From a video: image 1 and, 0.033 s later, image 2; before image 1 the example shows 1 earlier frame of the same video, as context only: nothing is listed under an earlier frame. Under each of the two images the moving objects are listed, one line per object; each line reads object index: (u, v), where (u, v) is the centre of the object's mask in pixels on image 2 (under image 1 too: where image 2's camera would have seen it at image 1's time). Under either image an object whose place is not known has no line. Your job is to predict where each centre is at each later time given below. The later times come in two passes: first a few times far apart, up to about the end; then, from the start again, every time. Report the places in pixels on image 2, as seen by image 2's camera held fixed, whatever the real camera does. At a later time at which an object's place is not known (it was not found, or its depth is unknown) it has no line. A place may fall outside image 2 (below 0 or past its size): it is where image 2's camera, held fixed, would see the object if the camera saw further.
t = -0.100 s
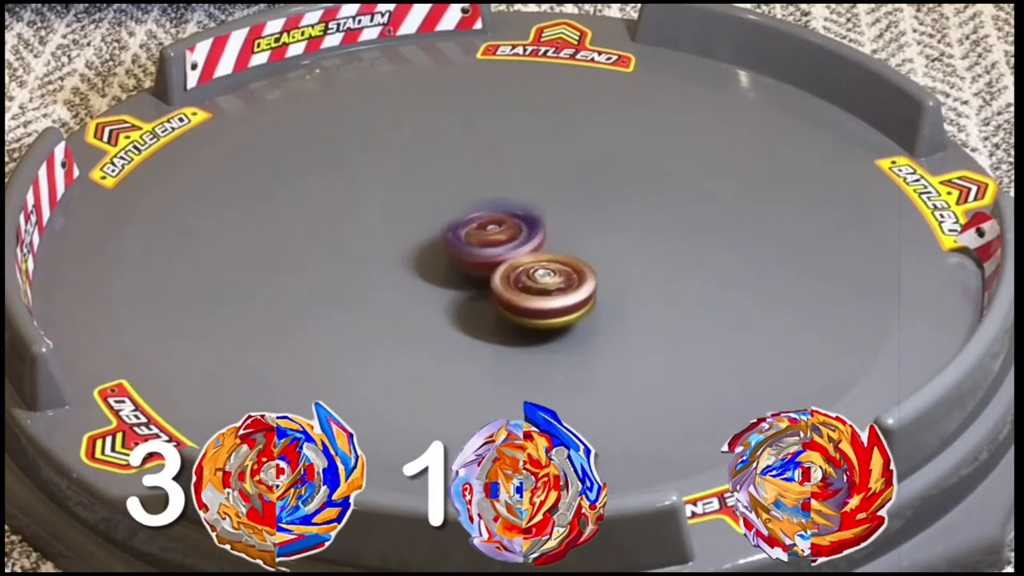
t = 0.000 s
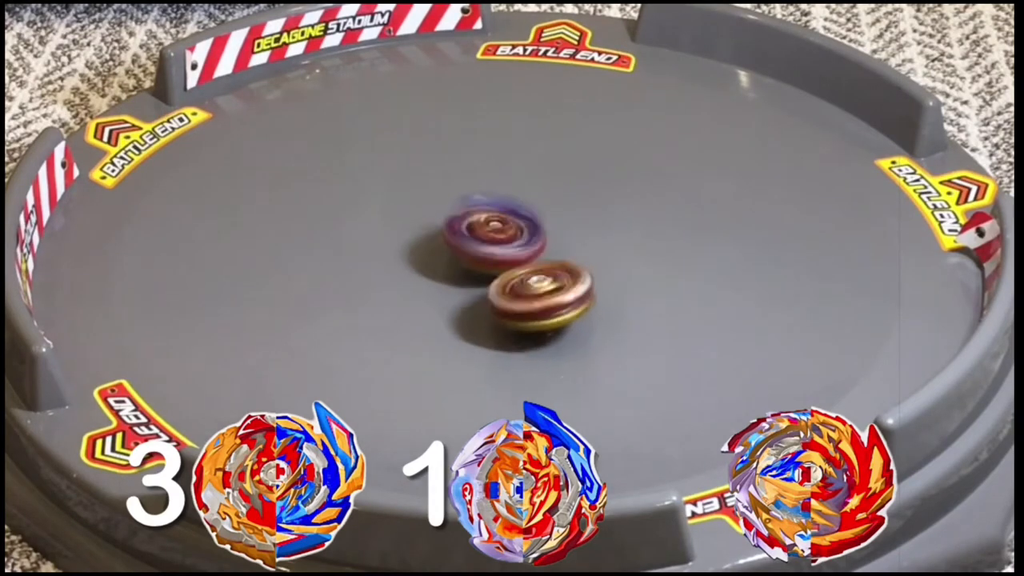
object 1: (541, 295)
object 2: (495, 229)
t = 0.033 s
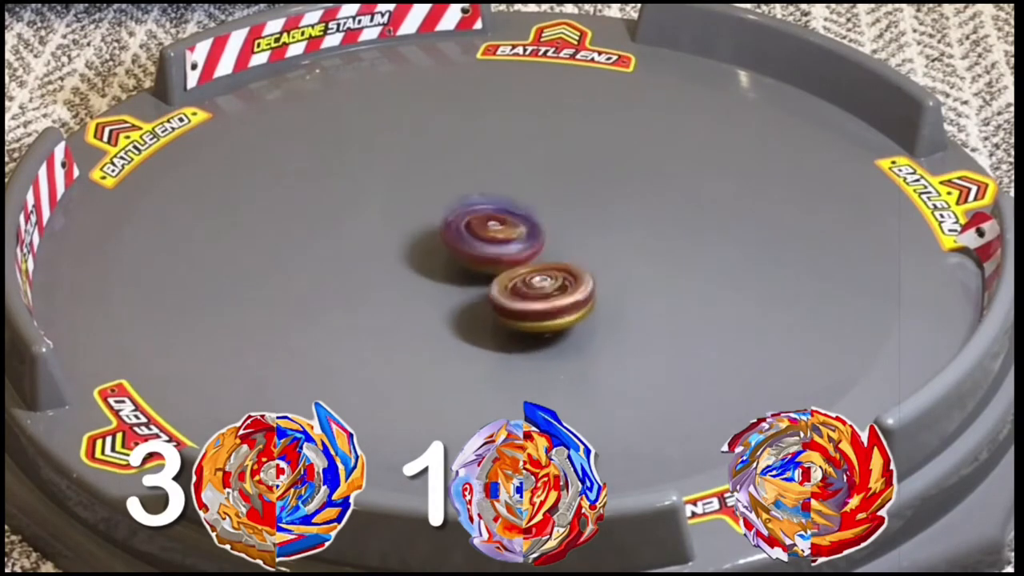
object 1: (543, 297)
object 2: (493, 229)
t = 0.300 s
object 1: (532, 295)
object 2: (486, 229)
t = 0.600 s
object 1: (531, 302)
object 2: (493, 210)
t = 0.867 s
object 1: (526, 296)
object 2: (508, 222)
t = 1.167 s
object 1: (533, 300)
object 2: (512, 223)
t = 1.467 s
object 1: (518, 291)
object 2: (504, 222)
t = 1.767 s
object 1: (541, 279)
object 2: (481, 220)
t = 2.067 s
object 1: (547, 278)
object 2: (480, 221)
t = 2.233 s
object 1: (541, 281)
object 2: (482, 234)
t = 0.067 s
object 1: (541, 298)
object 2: (490, 228)
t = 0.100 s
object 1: (539, 298)
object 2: (488, 227)
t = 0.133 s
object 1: (538, 298)
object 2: (487, 228)
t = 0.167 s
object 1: (538, 297)
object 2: (486, 229)
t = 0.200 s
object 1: (536, 297)
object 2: (485, 229)
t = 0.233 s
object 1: (534, 296)
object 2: (485, 228)
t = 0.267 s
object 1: (533, 296)
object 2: (485, 228)
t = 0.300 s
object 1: (532, 295)
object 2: (486, 229)
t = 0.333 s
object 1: (530, 293)
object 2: (486, 228)
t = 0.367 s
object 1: (528, 291)
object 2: (486, 229)
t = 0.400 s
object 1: (528, 289)
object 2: (486, 229)
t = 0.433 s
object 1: (529, 290)
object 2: (486, 223)
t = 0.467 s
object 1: (531, 296)
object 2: (484, 217)
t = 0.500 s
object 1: (529, 301)
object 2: (484, 213)
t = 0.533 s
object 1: (528, 301)
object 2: (490, 212)
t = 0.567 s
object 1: (529, 302)
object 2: (494, 215)
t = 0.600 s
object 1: (531, 302)
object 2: (493, 210)
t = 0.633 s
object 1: (532, 302)
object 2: (494, 211)
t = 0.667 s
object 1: (530, 303)
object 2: (498, 212)
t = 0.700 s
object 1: (527, 303)
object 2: (501, 213)
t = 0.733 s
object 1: (528, 301)
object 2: (502, 215)
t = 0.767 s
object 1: (530, 300)
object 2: (502, 213)
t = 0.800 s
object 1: (530, 299)
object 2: (505, 216)
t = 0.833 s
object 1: (528, 299)
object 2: (506, 219)
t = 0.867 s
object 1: (526, 296)
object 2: (508, 222)
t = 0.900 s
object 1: (528, 294)
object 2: (512, 224)
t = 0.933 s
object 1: (531, 294)
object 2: (506, 225)
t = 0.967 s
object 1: (532, 292)
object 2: (507, 229)
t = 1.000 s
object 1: (531, 294)
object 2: (507, 228)
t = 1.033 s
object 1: (529, 298)
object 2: (517, 223)
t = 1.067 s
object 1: (526, 299)
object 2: (514, 221)
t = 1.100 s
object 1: (529, 299)
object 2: (515, 223)
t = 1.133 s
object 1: (533, 299)
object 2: (517, 226)
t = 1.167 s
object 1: (533, 300)
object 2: (512, 223)
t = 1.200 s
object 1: (529, 302)
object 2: (507, 223)
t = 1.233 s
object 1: (526, 302)
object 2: (508, 223)
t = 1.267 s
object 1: (523, 301)
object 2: (512, 220)
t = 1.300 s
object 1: (523, 299)
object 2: (509, 222)
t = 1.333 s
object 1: (525, 299)
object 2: (507, 226)
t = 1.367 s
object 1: (524, 298)
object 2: (506, 224)
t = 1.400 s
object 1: (519, 297)
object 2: (500, 223)
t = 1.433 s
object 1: (516, 293)
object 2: (499, 223)
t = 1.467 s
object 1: (518, 291)
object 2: (504, 222)
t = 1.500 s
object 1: (522, 290)
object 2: (500, 222)
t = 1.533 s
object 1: (525, 290)
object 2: (494, 224)
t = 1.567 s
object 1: (524, 288)
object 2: (500, 234)
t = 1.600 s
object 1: (524, 286)
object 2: (493, 223)
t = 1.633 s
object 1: (527, 282)
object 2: (486, 222)
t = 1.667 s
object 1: (532, 281)
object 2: (487, 222)
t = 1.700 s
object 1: (537, 282)
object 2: (483, 218)
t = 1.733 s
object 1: (539, 281)
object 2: (479, 218)
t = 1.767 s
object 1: (541, 279)
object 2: (481, 220)
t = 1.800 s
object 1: (545, 279)
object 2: (476, 217)
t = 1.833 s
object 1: (548, 278)
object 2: (473, 217)
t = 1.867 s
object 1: (549, 279)
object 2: (481, 216)
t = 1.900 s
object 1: (548, 279)
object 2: (479, 216)
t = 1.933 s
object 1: (546, 279)
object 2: (478, 221)
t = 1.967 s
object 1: (545, 279)
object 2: (479, 221)
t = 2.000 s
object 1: (546, 278)
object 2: (474, 221)
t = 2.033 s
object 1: (548, 278)
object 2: (475, 222)
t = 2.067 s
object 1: (547, 278)
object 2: (480, 221)
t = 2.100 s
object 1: (545, 278)
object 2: (475, 223)
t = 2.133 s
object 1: (544, 277)
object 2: (476, 226)
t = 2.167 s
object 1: (544, 277)
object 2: (478, 225)
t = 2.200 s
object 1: (546, 279)
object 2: (473, 225)
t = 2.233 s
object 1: (541, 281)
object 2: (482, 234)
